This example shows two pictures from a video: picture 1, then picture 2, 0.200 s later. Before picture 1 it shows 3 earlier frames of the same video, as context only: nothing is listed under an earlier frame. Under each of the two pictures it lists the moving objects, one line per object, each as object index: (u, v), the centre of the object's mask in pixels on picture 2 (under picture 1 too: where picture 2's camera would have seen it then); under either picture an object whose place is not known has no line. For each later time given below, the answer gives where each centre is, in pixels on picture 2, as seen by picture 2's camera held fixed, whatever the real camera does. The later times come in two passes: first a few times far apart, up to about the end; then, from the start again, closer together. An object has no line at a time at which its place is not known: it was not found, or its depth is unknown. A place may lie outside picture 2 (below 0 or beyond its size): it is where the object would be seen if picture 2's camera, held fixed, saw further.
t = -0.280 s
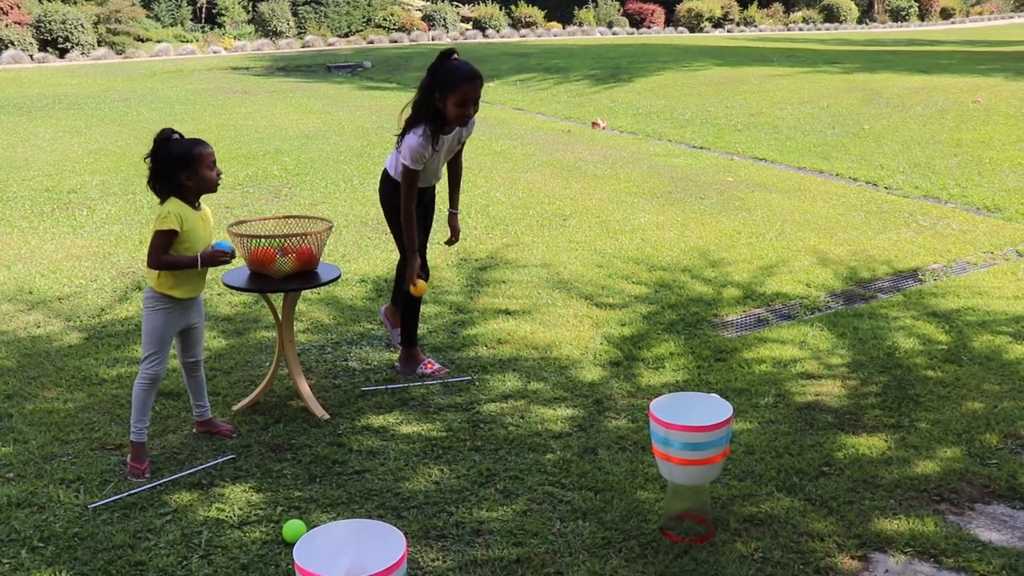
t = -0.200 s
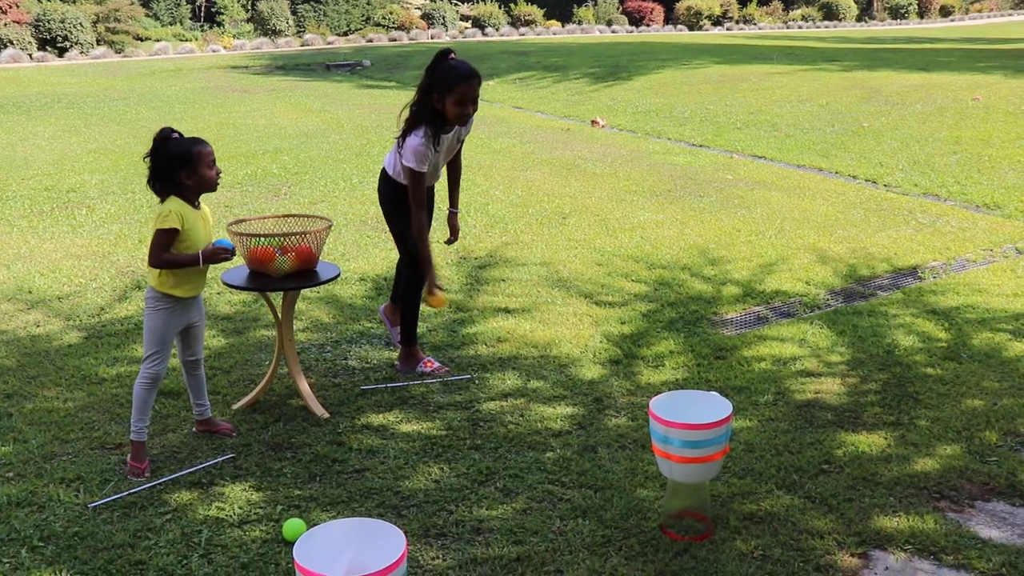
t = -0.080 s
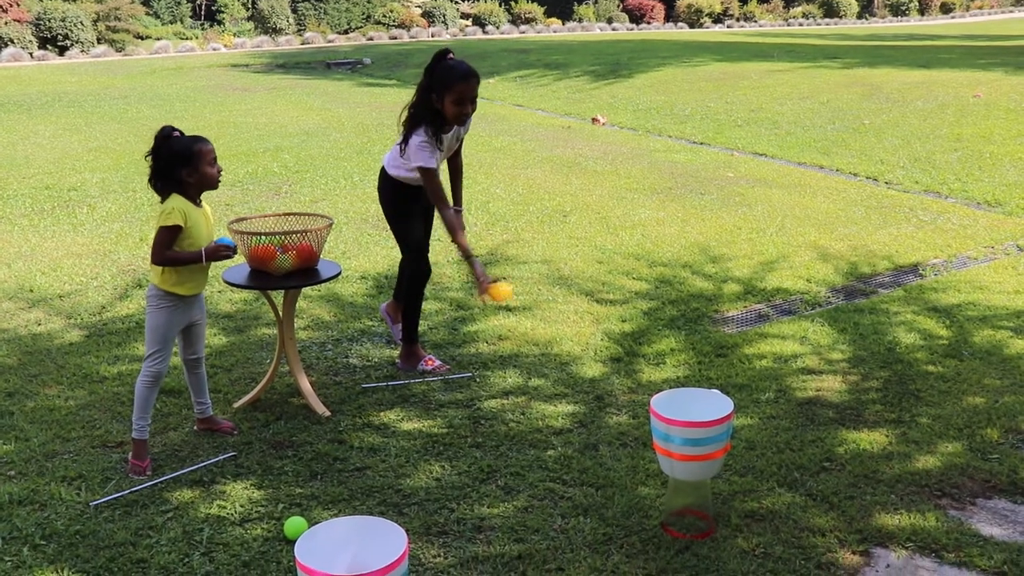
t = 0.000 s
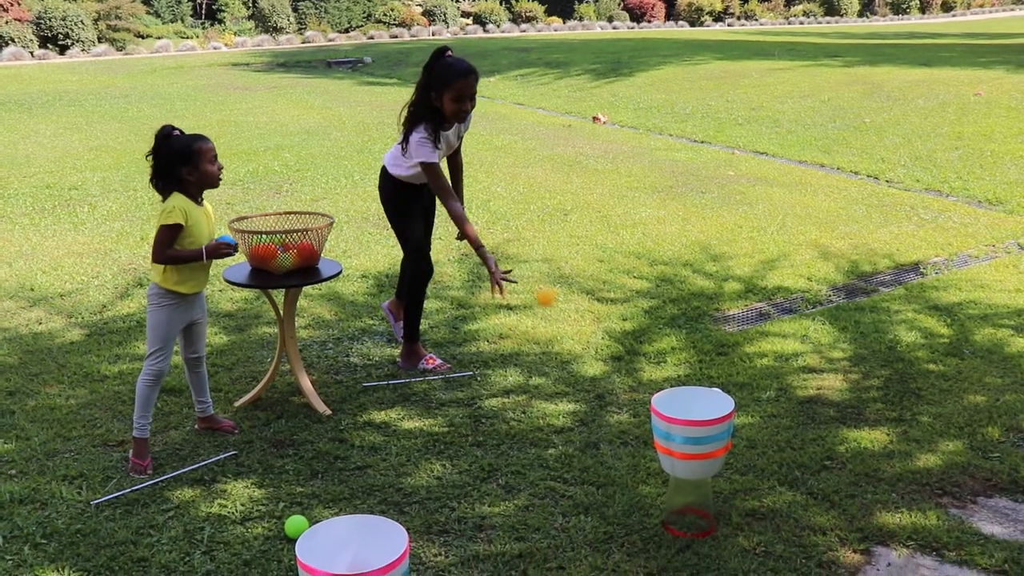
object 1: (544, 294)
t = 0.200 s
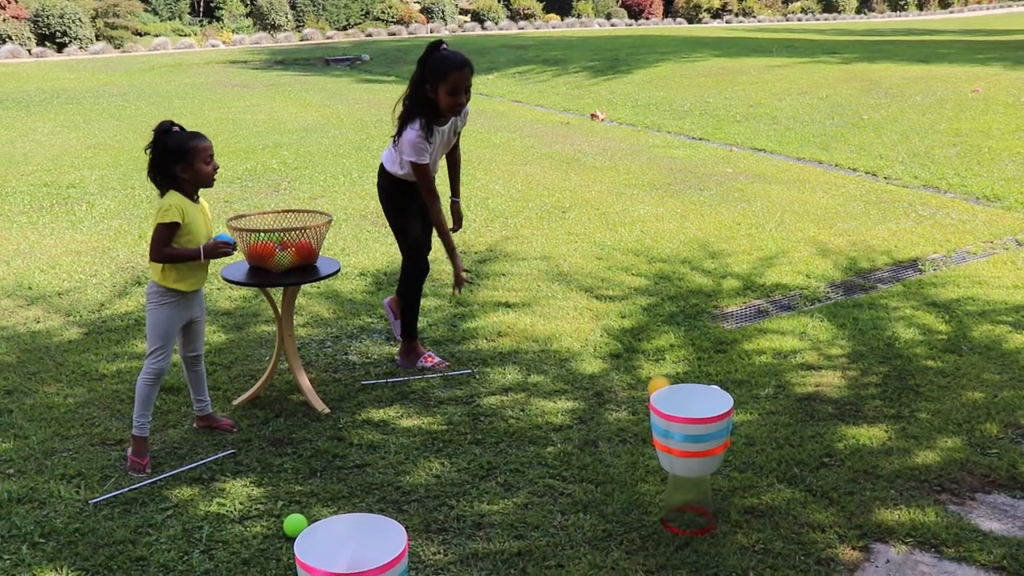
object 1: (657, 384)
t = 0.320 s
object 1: (649, 444)
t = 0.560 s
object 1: (635, 446)
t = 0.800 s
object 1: (608, 446)
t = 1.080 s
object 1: (597, 437)
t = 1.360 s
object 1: (602, 435)
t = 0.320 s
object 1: (649, 444)
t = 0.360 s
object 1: (651, 468)
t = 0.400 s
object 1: (649, 466)
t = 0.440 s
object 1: (645, 455)
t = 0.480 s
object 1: (642, 448)
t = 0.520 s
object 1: (638, 445)
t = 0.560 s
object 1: (635, 446)
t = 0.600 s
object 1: (631, 452)
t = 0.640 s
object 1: (626, 453)
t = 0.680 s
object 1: (621, 448)
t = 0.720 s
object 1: (617, 447)
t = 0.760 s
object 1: (613, 447)
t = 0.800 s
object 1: (608, 446)
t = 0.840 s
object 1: (605, 443)
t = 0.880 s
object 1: (601, 441)
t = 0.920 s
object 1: (598, 442)
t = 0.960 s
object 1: (595, 440)
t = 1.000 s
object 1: (594, 438)
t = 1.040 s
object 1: (595, 437)
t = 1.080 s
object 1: (597, 437)
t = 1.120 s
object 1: (598, 437)
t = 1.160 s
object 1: (599, 437)
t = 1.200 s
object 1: (601, 437)
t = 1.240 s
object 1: (601, 436)
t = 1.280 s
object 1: (602, 436)
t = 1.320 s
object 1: (602, 435)
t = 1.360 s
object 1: (602, 435)
